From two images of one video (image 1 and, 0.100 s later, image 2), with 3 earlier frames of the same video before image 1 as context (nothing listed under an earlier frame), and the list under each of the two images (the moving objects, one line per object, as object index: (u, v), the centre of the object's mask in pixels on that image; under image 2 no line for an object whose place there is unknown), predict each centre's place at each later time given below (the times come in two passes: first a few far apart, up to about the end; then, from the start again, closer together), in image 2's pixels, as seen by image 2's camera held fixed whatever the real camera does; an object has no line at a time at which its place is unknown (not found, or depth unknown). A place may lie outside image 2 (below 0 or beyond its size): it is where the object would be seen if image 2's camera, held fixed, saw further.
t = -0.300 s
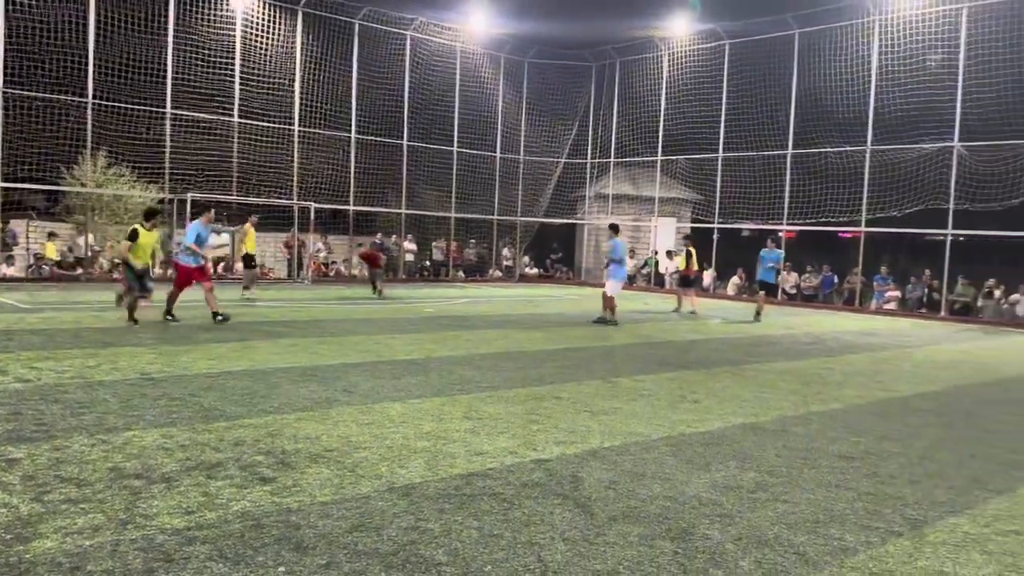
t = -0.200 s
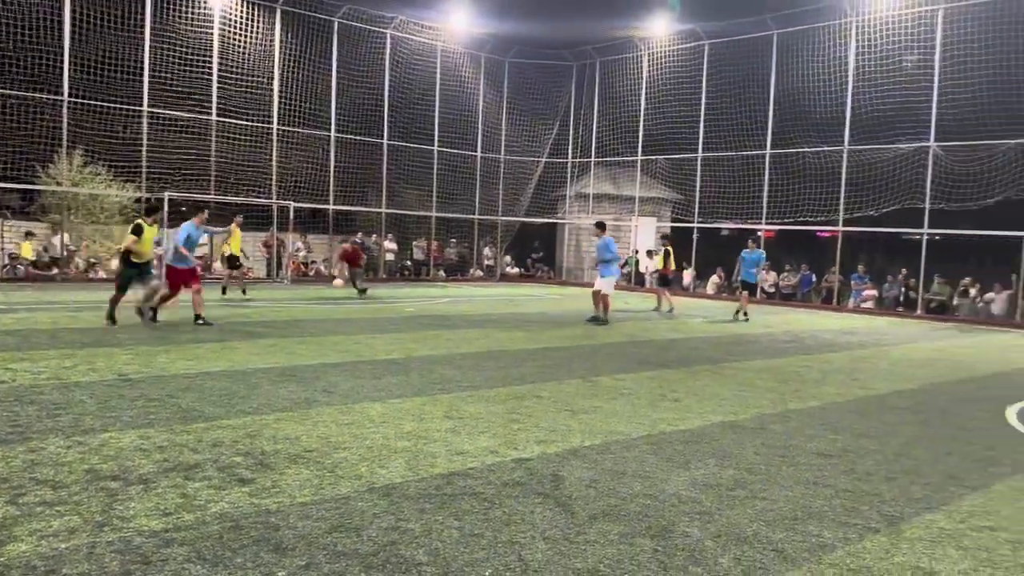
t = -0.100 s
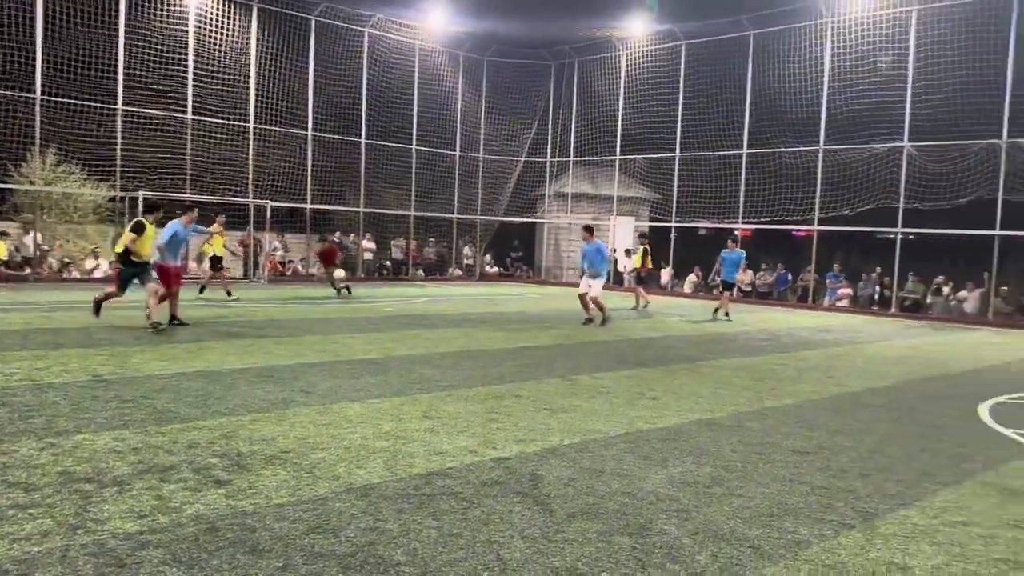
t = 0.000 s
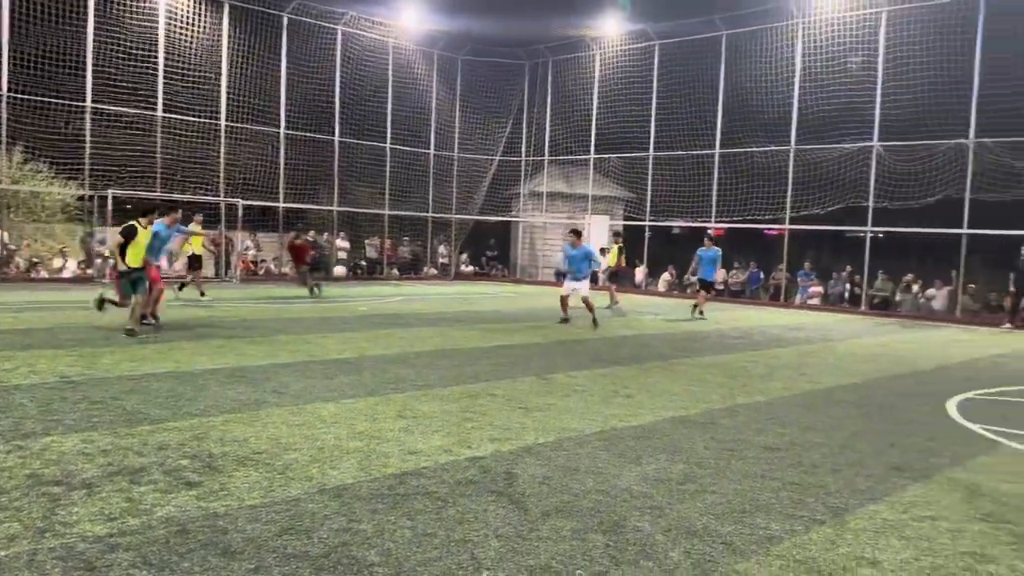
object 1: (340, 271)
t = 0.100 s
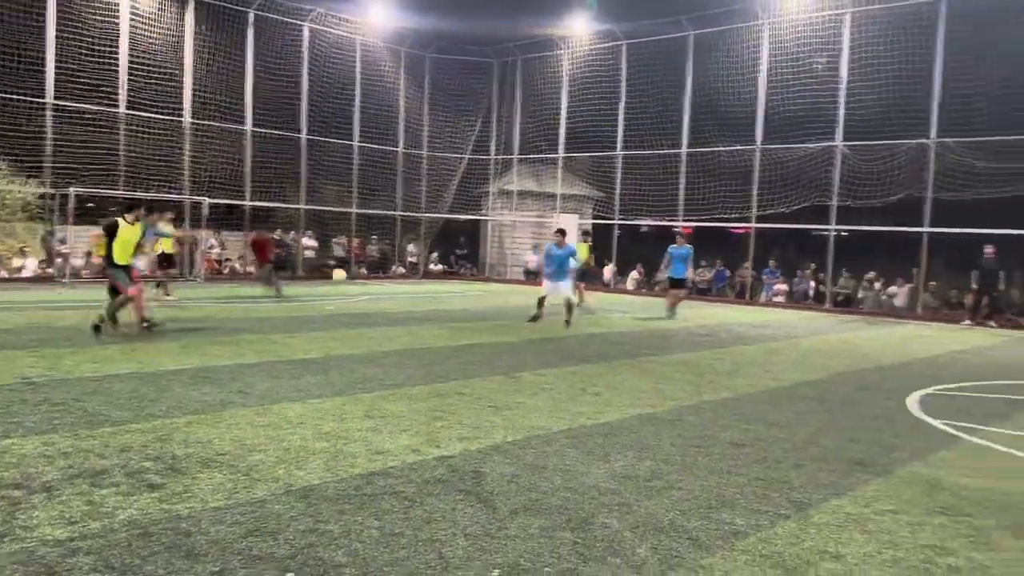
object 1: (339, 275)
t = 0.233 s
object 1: (387, 297)
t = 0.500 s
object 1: (510, 335)
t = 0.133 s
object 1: (350, 278)
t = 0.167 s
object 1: (361, 284)
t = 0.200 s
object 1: (375, 291)
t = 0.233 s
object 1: (387, 297)
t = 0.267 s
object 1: (399, 307)
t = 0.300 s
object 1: (415, 322)
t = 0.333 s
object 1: (431, 334)
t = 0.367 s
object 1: (448, 350)
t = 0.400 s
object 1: (463, 345)
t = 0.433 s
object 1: (477, 341)
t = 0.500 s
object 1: (510, 335)
